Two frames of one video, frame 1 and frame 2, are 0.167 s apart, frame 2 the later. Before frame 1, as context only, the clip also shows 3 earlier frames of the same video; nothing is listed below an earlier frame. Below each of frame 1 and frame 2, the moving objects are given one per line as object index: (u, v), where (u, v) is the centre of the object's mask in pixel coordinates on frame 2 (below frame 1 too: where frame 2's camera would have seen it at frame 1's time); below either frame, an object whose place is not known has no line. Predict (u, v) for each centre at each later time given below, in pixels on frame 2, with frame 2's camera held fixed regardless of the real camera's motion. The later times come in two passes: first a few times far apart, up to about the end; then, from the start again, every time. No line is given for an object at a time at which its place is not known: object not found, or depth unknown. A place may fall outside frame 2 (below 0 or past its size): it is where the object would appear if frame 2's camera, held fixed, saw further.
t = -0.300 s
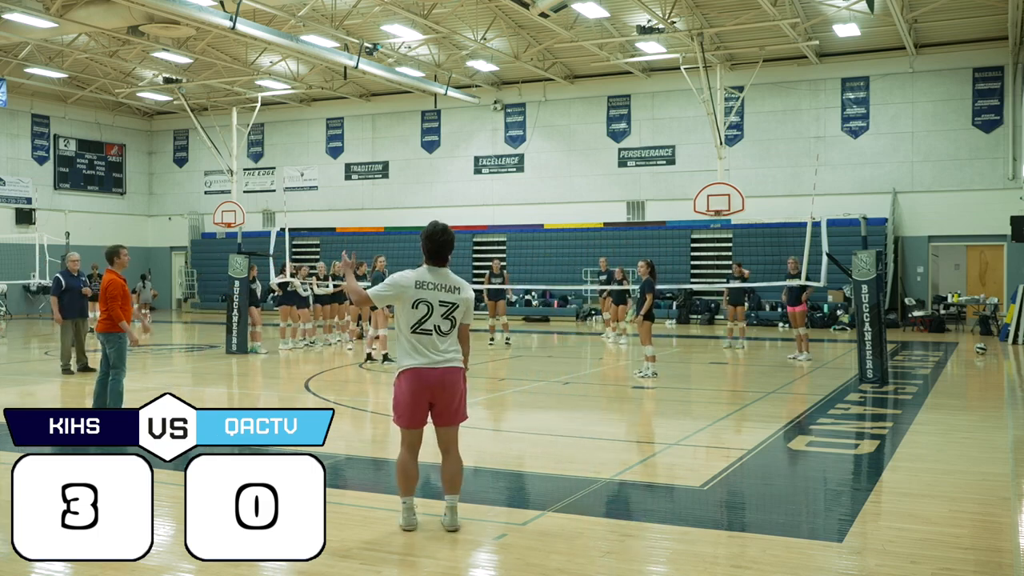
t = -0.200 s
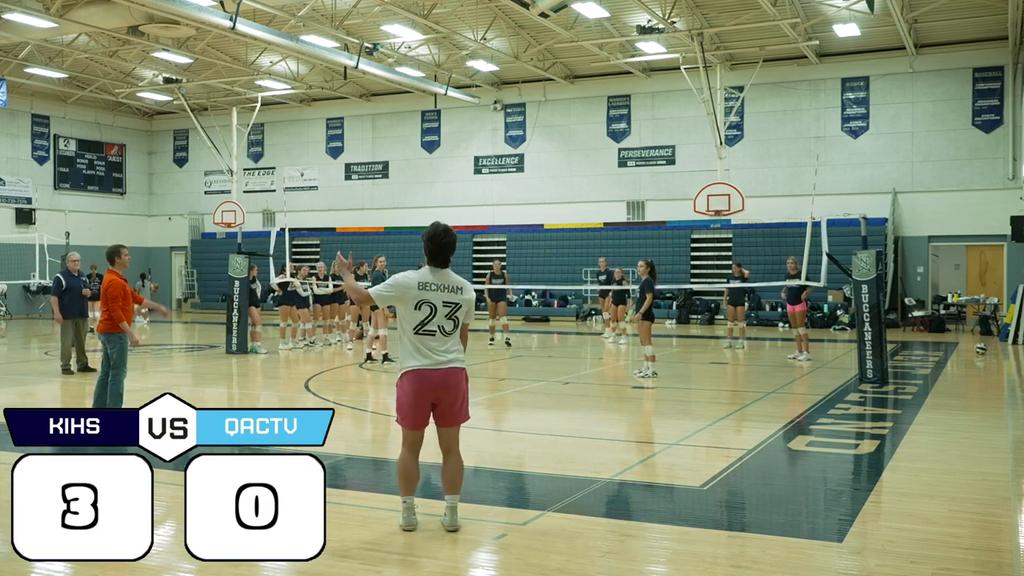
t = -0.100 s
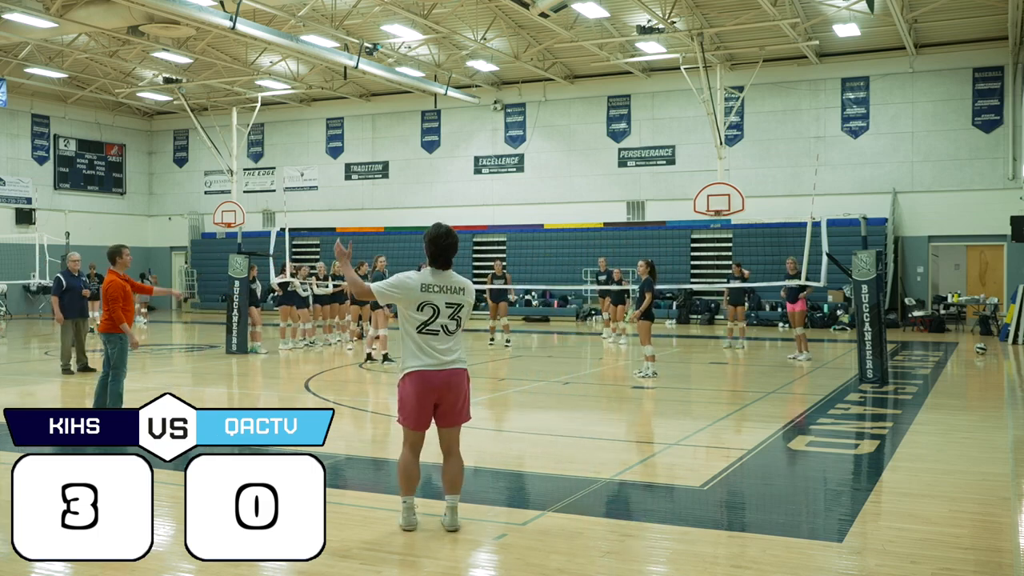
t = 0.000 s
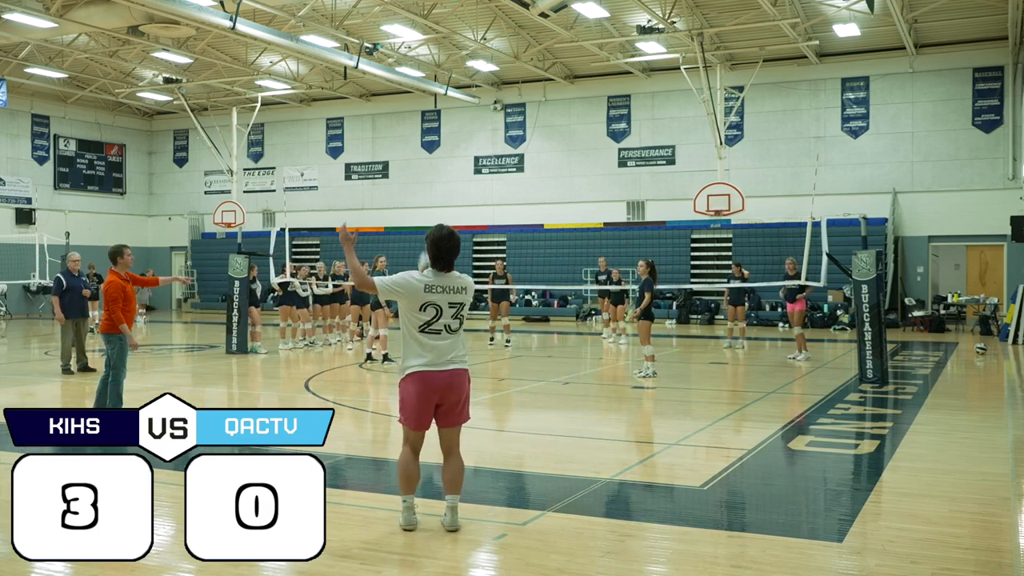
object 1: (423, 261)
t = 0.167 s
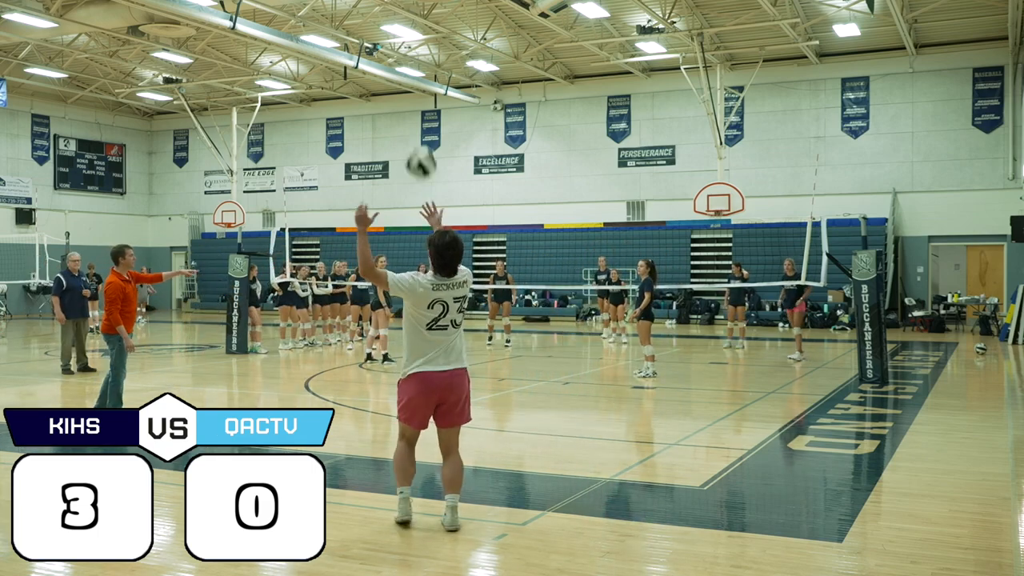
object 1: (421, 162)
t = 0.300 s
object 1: (411, 105)
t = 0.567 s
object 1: (392, 73)
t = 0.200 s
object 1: (419, 145)
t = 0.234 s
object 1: (416, 130)
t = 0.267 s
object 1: (413, 117)
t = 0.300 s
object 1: (411, 105)
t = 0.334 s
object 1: (408, 95)
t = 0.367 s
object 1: (406, 89)
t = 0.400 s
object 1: (403, 81)
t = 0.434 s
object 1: (401, 76)
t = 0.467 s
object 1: (399, 73)
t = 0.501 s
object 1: (396, 71)
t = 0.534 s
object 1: (394, 71)
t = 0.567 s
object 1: (392, 73)
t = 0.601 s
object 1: (389, 76)
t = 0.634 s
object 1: (386, 82)
